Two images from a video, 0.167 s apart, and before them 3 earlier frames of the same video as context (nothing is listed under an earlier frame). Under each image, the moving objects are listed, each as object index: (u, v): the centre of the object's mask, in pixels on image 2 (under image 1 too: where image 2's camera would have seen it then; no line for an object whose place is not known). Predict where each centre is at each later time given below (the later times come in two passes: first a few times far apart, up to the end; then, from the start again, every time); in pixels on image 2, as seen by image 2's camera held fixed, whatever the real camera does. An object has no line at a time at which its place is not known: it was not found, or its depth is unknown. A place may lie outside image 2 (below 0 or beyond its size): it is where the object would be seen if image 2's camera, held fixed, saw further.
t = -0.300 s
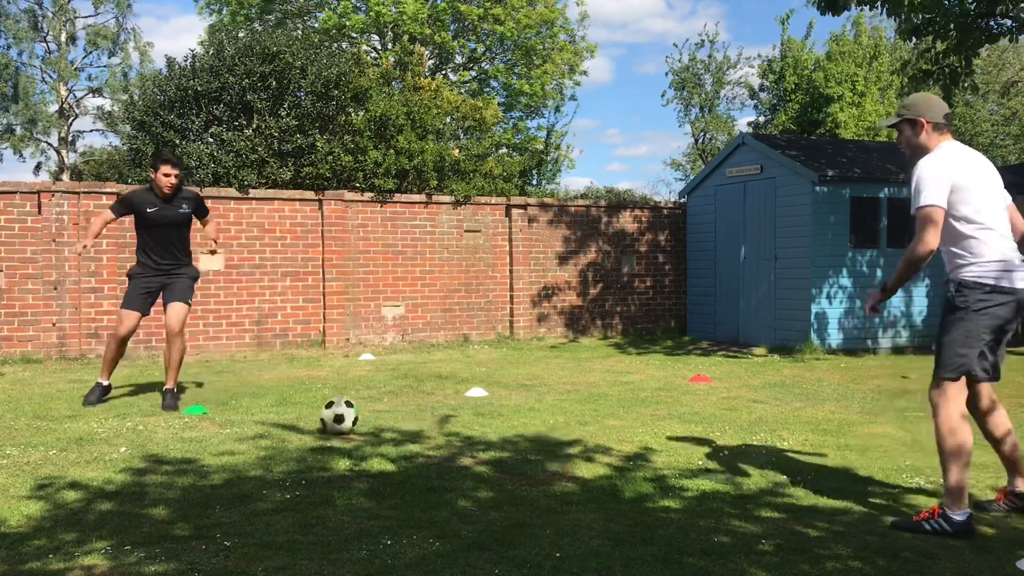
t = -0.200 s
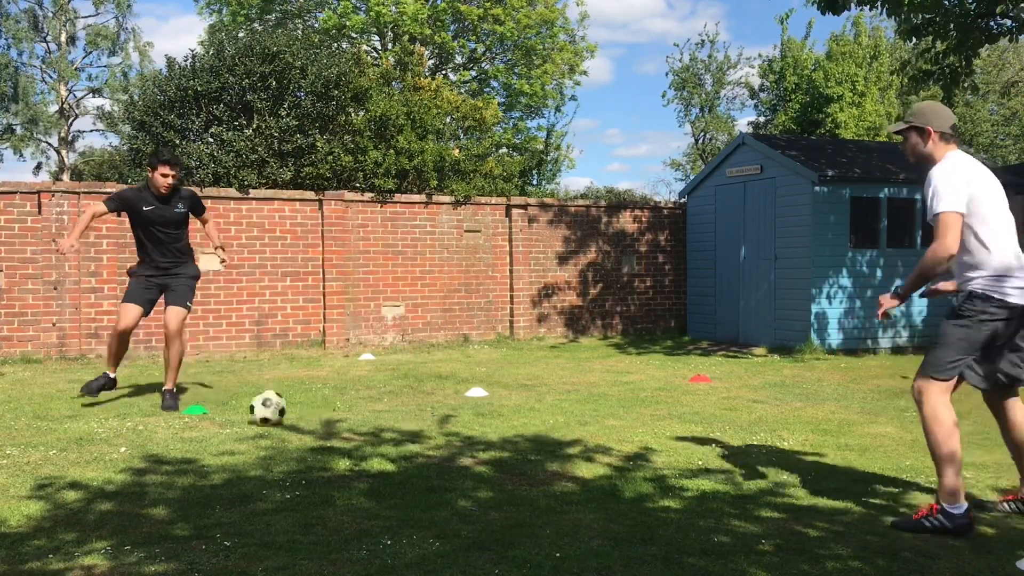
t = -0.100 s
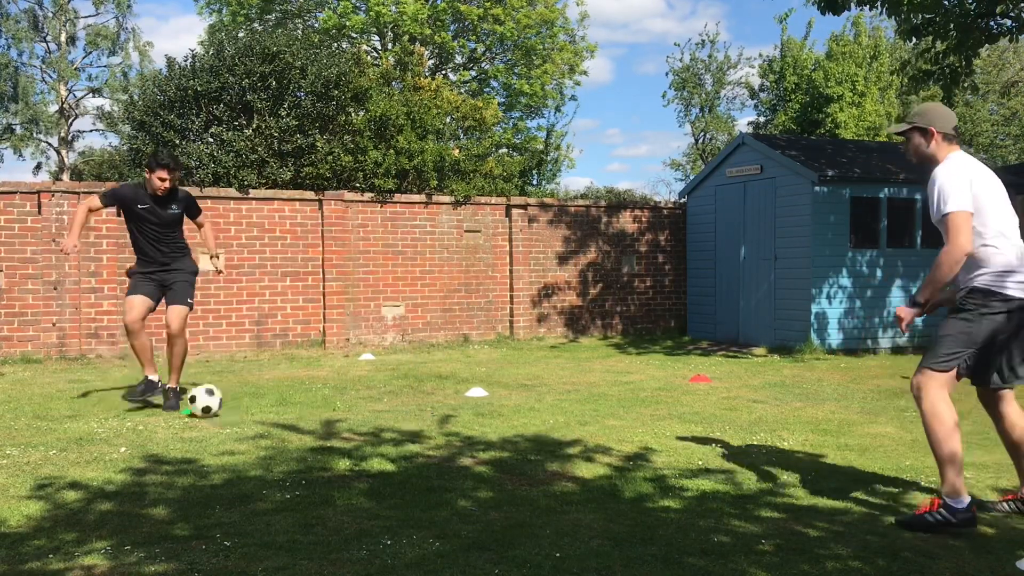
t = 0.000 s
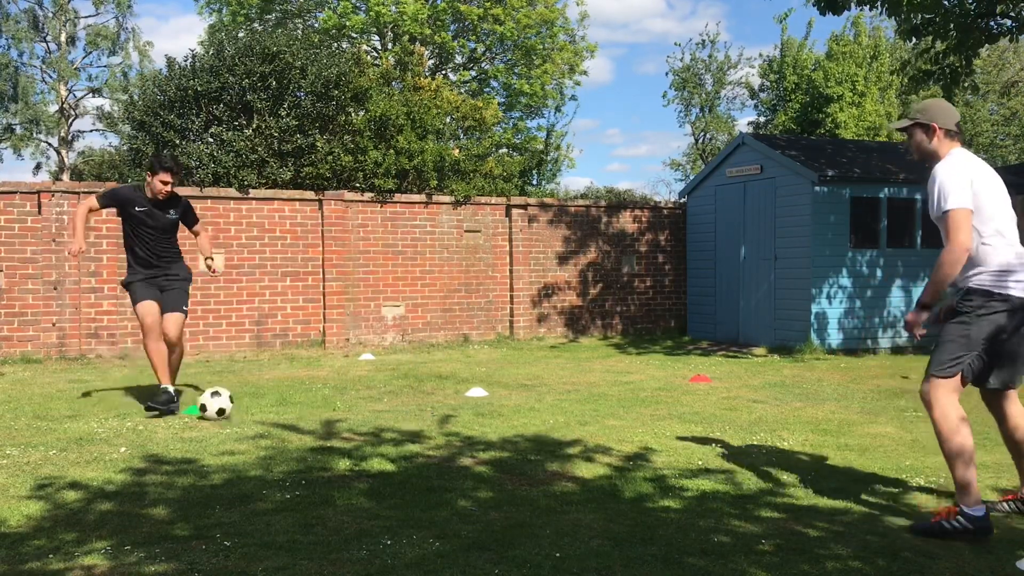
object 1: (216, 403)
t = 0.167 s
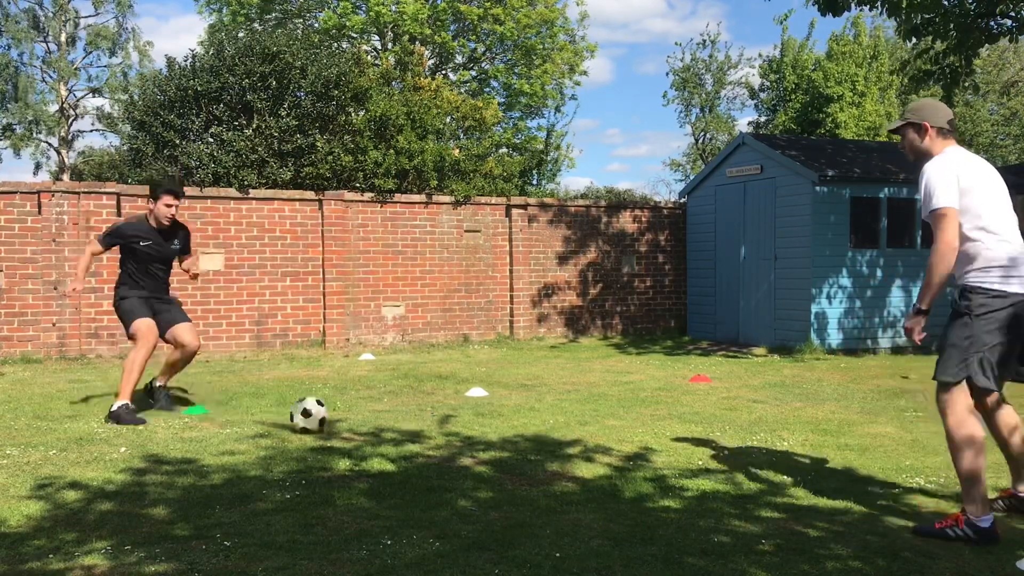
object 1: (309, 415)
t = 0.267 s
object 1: (362, 423)
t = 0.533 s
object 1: (483, 434)
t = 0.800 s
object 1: (612, 458)
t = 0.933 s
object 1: (683, 468)
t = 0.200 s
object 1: (326, 416)
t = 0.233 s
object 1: (342, 420)
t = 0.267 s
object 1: (362, 423)
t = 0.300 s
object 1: (379, 426)
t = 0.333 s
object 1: (392, 427)
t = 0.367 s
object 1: (408, 428)
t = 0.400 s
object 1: (424, 430)
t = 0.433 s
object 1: (439, 434)
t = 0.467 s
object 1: (453, 435)
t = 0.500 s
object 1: (468, 435)
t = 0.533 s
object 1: (483, 434)
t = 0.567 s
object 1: (497, 437)
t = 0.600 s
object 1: (513, 442)
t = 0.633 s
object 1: (529, 447)
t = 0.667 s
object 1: (545, 448)
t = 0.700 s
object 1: (561, 450)
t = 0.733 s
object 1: (578, 452)
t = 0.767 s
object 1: (595, 455)
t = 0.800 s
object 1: (612, 458)
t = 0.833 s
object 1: (628, 460)
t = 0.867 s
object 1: (647, 463)
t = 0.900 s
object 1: (665, 465)
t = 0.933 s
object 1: (683, 468)
